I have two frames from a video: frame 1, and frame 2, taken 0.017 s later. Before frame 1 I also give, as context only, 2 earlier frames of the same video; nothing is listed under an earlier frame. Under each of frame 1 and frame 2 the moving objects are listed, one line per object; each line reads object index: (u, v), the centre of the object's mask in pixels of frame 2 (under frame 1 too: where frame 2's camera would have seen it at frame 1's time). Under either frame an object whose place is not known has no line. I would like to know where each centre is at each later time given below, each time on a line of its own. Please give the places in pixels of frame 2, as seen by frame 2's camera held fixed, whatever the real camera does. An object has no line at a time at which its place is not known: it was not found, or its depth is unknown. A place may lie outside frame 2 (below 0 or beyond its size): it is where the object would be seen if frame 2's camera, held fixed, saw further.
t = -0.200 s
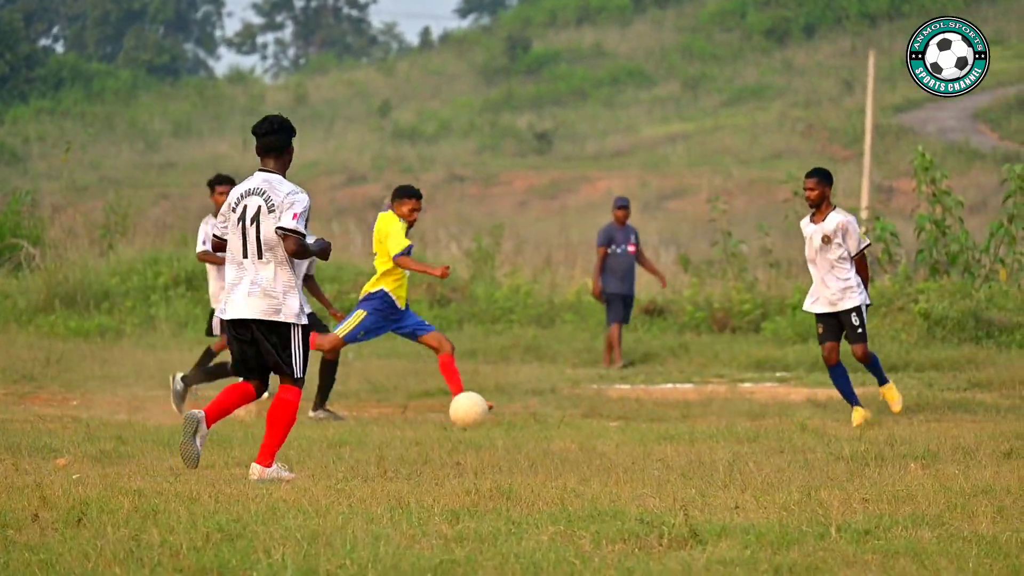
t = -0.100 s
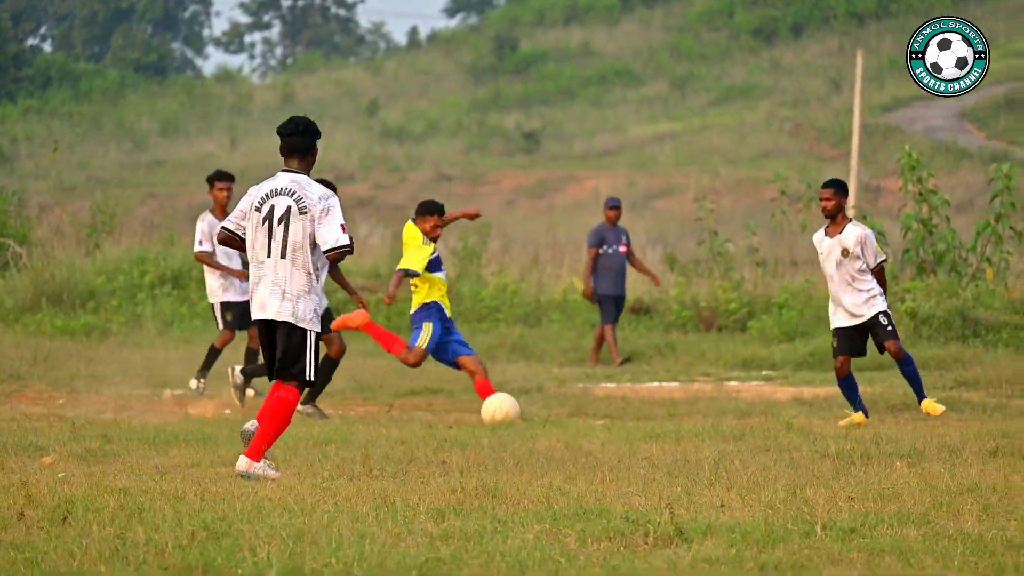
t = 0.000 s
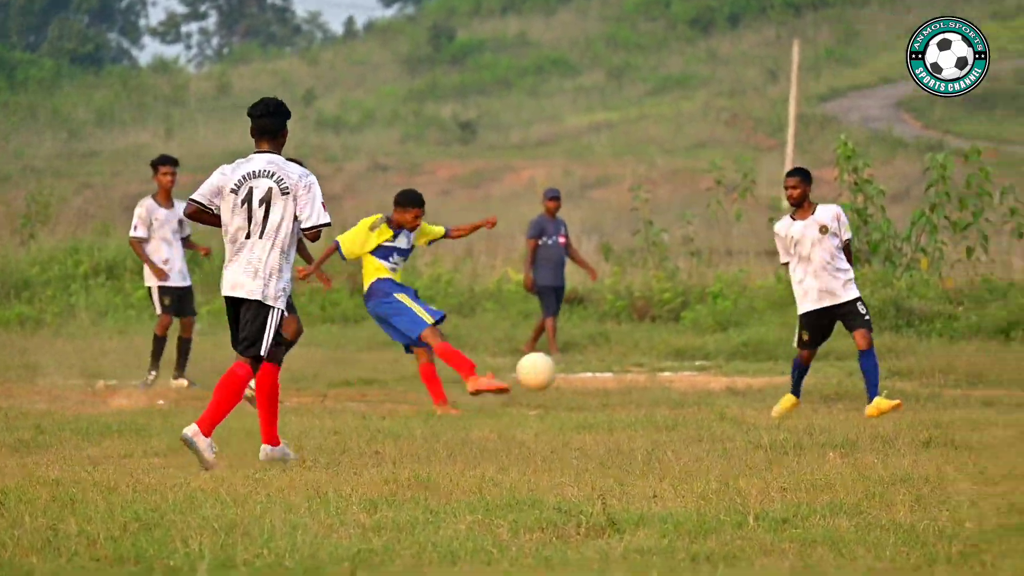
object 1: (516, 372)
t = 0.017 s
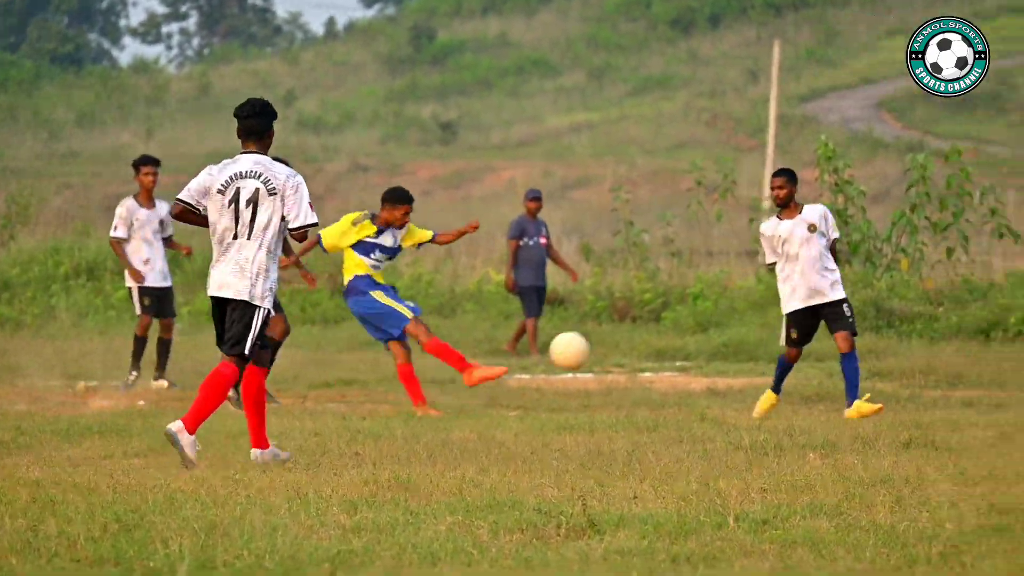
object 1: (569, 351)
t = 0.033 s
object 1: (622, 329)
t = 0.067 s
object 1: (722, 289)
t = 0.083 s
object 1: (772, 270)
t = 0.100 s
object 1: (824, 251)
